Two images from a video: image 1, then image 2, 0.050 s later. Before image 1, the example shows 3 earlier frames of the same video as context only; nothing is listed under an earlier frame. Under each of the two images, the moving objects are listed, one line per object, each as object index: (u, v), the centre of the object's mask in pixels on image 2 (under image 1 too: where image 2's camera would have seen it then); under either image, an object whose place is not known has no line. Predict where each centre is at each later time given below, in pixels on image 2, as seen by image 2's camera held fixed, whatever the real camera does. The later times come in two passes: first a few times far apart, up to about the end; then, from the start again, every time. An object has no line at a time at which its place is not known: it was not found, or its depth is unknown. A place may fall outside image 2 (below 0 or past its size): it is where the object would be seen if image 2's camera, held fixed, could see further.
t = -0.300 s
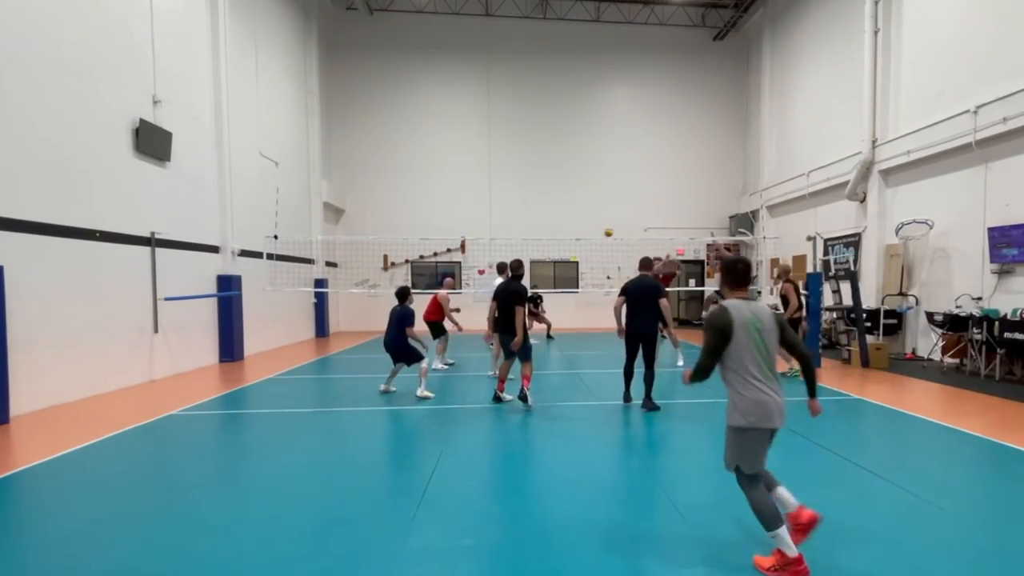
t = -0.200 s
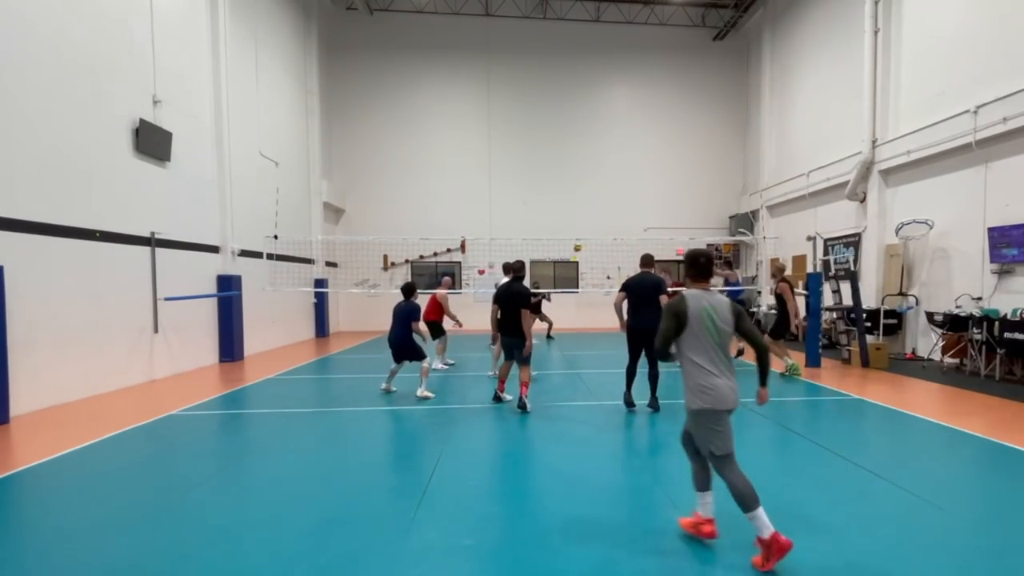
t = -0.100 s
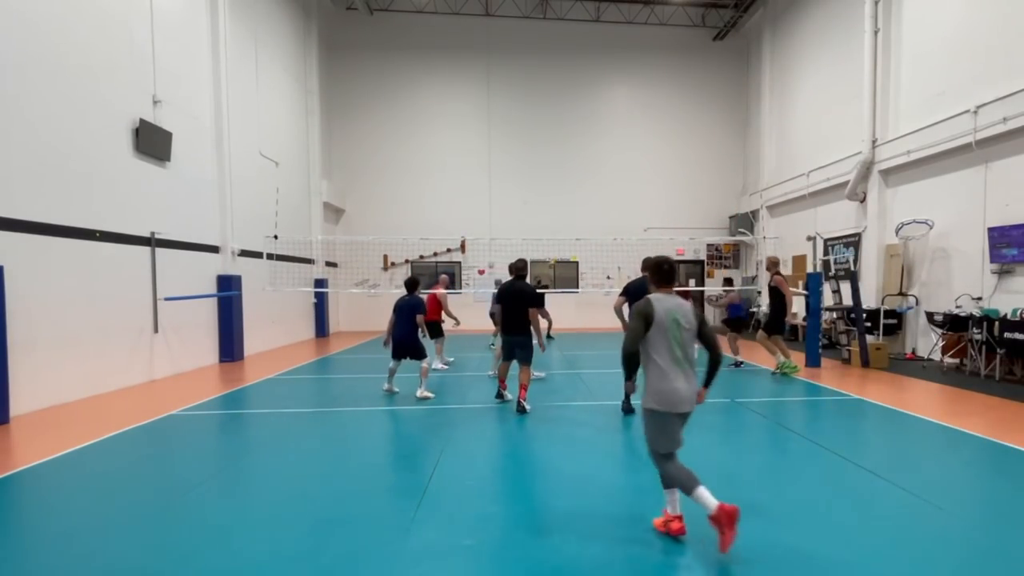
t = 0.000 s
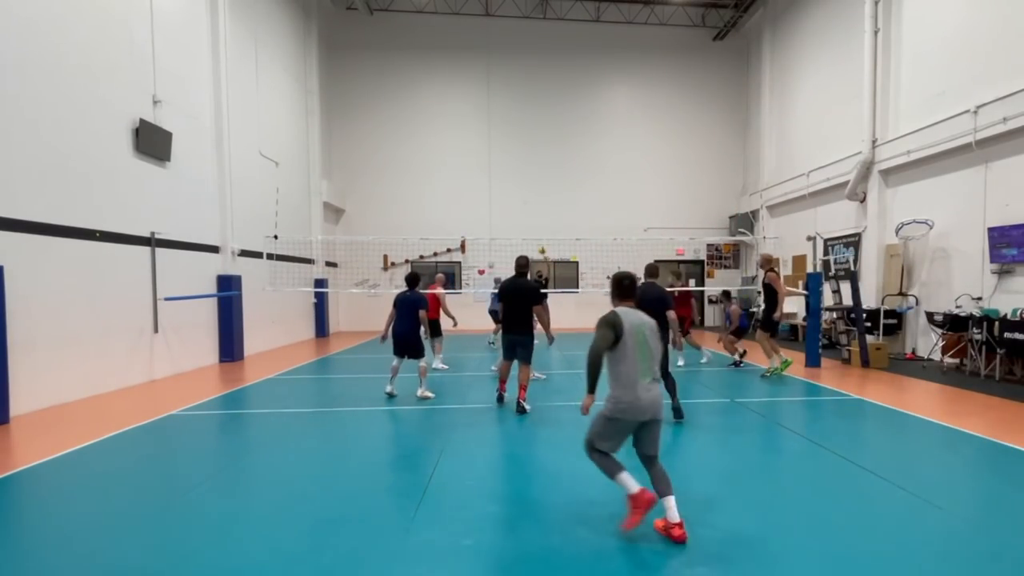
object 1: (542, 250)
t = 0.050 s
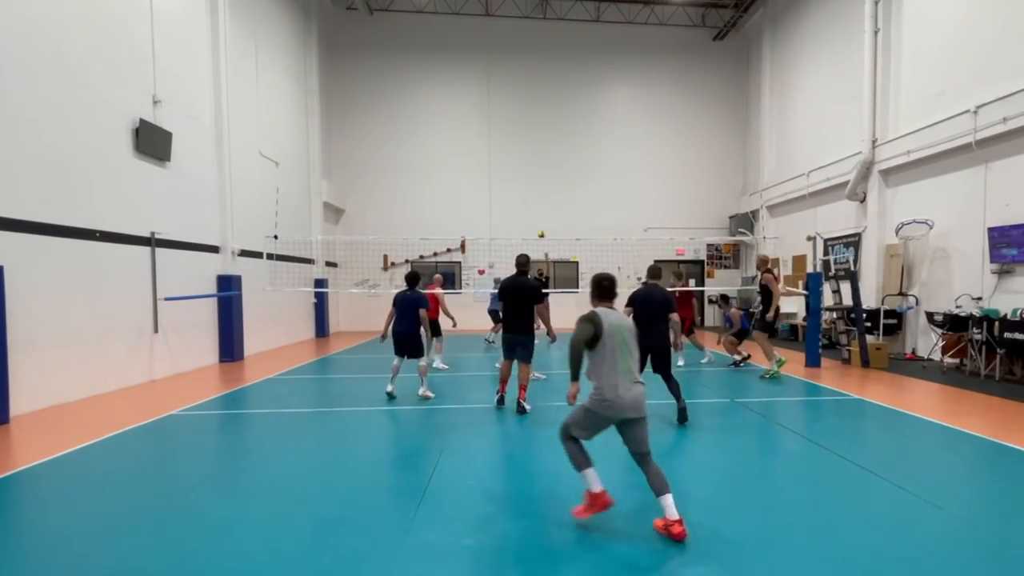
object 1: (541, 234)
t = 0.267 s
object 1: (538, 176)
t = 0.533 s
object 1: (534, 126)
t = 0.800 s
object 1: (530, 101)
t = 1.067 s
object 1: (527, 104)
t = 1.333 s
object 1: (523, 136)
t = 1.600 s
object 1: (519, 198)
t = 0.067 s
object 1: (541, 229)
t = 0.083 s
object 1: (541, 224)
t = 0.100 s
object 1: (541, 219)
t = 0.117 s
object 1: (540, 215)
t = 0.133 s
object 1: (540, 210)
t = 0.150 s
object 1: (540, 205)
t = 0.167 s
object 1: (539, 201)
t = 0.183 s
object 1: (539, 196)
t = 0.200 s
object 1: (539, 192)
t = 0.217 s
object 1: (539, 188)
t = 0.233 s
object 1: (539, 184)
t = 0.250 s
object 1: (538, 180)
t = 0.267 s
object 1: (538, 176)
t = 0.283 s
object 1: (538, 172)
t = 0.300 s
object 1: (538, 168)
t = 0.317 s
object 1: (537, 165)
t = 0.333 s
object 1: (537, 161)
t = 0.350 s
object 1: (537, 157)
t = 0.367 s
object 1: (536, 154)
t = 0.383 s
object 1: (536, 151)
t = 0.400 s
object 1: (536, 147)
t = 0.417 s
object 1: (536, 145)
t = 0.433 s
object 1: (536, 142)
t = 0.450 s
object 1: (536, 138)
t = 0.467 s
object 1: (536, 136)
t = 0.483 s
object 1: (535, 134)
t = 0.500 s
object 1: (535, 131)
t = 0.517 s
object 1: (535, 128)
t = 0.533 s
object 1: (534, 126)
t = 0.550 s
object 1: (534, 123)
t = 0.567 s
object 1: (534, 121)
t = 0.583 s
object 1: (533, 119)
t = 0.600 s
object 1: (534, 117)
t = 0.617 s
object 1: (533, 115)
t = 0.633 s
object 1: (533, 114)
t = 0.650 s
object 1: (533, 111)
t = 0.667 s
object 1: (533, 110)
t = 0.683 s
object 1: (532, 108)
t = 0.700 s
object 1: (532, 107)
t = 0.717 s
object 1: (532, 106)
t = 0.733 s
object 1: (531, 105)
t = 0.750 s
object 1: (531, 104)
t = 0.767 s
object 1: (531, 103)
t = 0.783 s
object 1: (530, 102)
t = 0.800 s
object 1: (530, 101)
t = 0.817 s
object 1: (530, 100)
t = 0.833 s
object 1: (530, 99)
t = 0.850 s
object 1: (529, 99)
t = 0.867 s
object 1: (529, 99)
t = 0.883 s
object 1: (529, 99)
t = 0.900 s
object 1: (529, 99)
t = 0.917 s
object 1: (529, 99)
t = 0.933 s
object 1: (529, 99)
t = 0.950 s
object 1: (528, 99)
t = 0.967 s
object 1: (528, 99)
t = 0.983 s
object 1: (528, 100)
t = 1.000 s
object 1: (528, 100)
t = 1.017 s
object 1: (527, 101)
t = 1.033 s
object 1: (527, 102)
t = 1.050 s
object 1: (527, 103)
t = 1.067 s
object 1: (527, 104)
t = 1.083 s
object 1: (526, 105)
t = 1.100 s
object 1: (526, 107)
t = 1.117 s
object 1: (526, 108)
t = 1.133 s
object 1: (526, 109)
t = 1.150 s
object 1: (526, 110)
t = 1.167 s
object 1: (525, 112)
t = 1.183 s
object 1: (525, 114)
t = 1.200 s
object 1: (525, 116)
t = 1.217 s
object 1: (525, 118)
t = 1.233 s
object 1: (524, 121)
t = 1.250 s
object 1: (524, 123)
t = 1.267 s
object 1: (524, 126)
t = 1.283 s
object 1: (524, 128)
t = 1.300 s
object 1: (523, 130)
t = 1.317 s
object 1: (523, 133)
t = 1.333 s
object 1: (523, 136)
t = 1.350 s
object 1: (523, 139)
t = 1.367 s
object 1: (523, 142)
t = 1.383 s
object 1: (523, 146)
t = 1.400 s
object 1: (522, 149)
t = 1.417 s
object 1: (522, 153)
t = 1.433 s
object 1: (522, 156)
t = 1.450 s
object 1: (521, 160)
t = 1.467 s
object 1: (521, 164)
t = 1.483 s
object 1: (521, 167)
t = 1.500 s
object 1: (521, 171)
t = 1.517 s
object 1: (520, 176)
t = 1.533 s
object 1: (520, 180)
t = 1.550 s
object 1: (520, 185)
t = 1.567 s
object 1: (520, 189)
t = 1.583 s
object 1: (519, 194)
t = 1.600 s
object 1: (519, 198)
